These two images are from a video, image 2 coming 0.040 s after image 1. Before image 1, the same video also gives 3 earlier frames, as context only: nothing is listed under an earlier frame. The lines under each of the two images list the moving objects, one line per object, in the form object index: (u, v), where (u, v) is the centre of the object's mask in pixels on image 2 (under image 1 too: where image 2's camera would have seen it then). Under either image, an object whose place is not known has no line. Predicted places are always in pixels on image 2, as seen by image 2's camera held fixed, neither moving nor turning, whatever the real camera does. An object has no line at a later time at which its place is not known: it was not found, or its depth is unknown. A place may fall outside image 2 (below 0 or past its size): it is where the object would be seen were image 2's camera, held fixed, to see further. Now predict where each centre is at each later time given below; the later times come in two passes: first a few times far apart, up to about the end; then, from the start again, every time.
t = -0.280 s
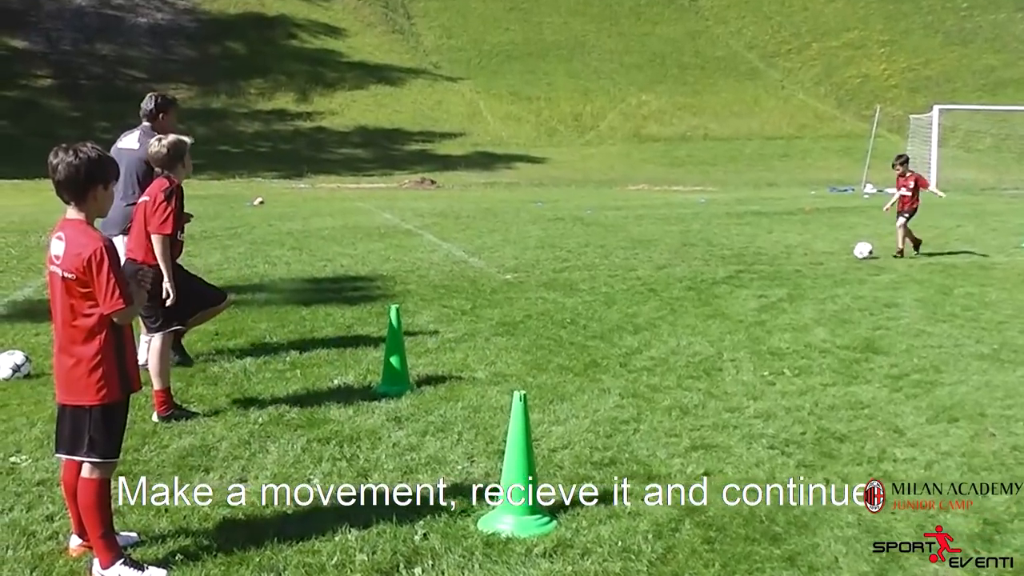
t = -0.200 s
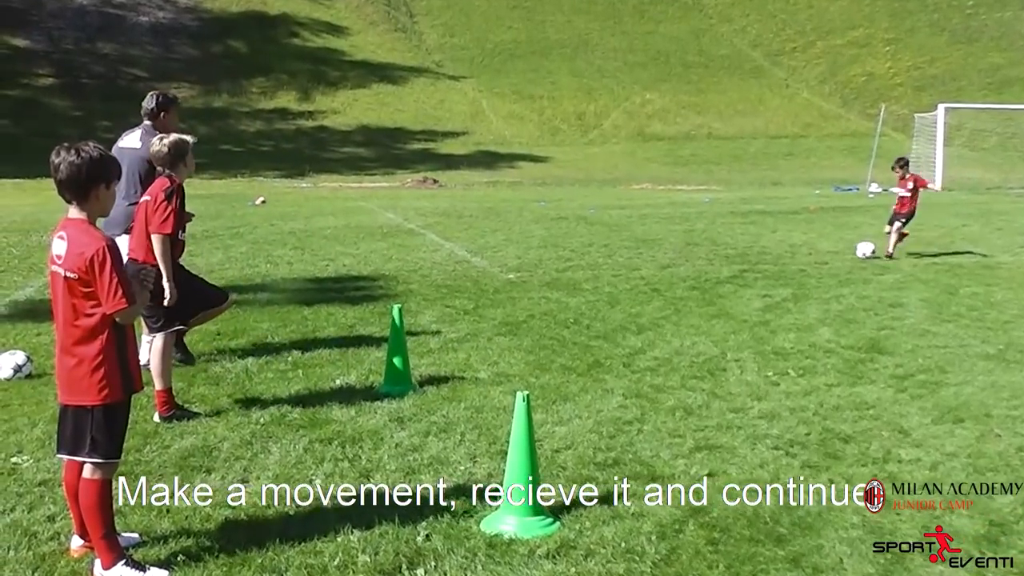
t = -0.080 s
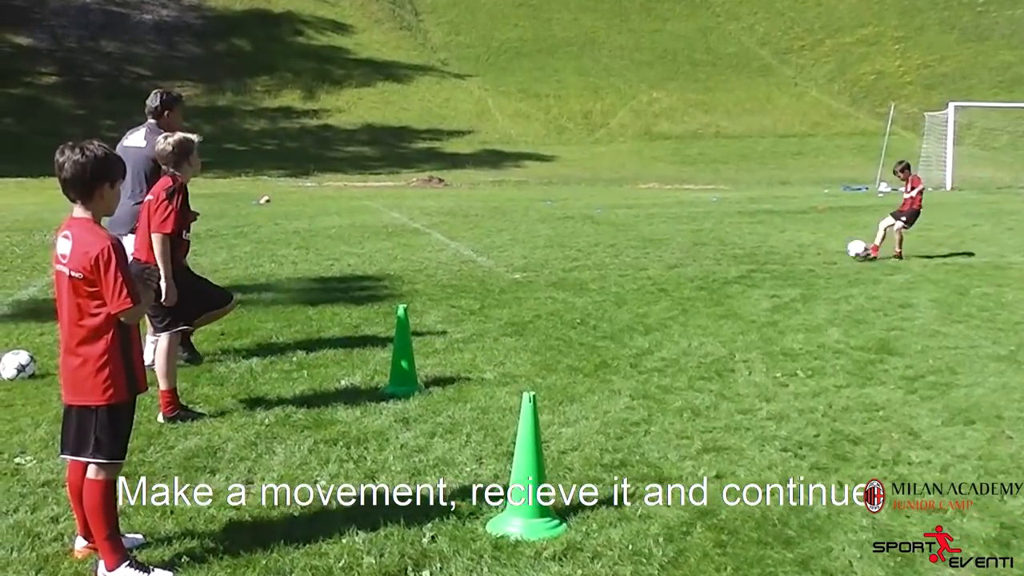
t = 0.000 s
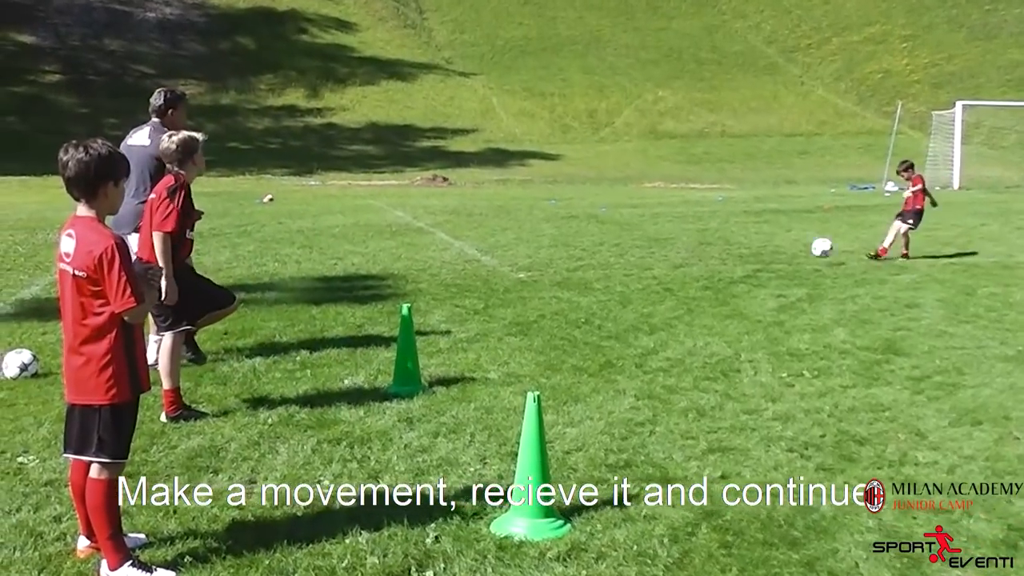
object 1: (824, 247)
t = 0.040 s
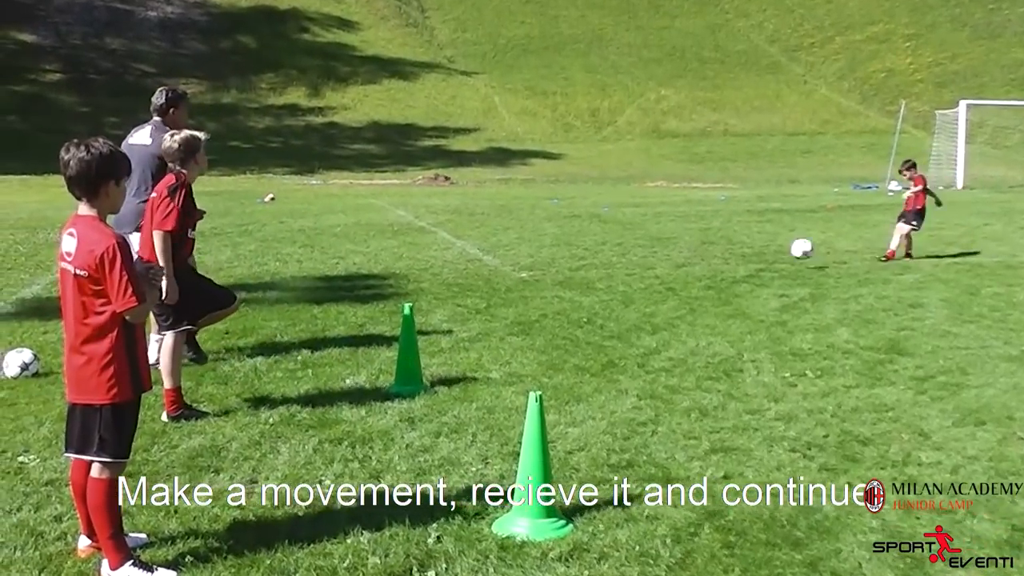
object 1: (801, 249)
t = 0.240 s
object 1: (663, 281)
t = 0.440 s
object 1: (497, 302)
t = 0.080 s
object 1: (777, 251)
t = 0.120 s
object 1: (751, 256)
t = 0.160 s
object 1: (723, 263)
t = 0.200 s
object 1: (694, 272)
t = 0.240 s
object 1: (663, 281)
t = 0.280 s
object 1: (633, 285)
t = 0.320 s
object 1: (602, 287)
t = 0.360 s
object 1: (569, 290)
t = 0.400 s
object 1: (535, 295)
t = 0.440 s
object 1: (497, 302)
